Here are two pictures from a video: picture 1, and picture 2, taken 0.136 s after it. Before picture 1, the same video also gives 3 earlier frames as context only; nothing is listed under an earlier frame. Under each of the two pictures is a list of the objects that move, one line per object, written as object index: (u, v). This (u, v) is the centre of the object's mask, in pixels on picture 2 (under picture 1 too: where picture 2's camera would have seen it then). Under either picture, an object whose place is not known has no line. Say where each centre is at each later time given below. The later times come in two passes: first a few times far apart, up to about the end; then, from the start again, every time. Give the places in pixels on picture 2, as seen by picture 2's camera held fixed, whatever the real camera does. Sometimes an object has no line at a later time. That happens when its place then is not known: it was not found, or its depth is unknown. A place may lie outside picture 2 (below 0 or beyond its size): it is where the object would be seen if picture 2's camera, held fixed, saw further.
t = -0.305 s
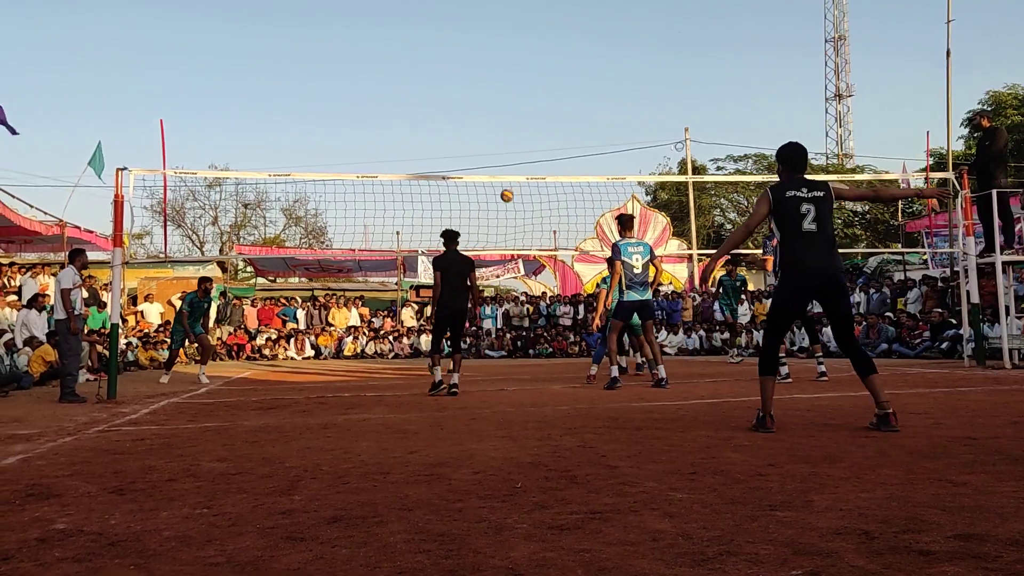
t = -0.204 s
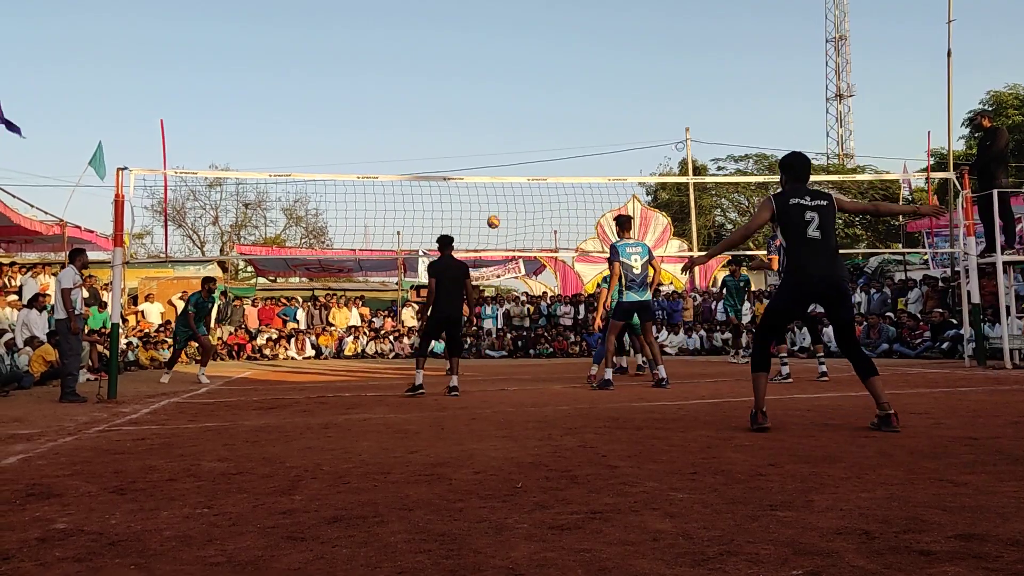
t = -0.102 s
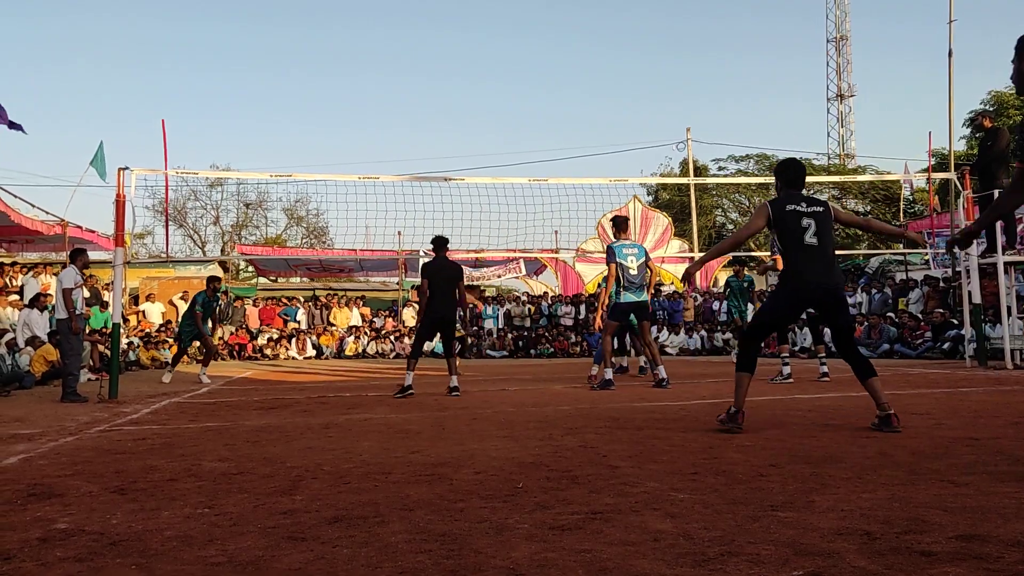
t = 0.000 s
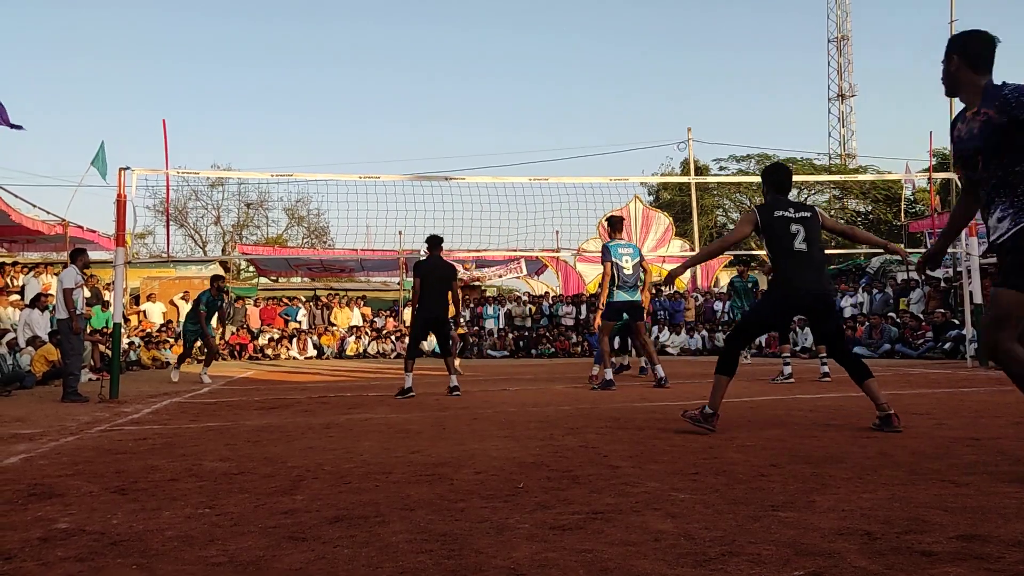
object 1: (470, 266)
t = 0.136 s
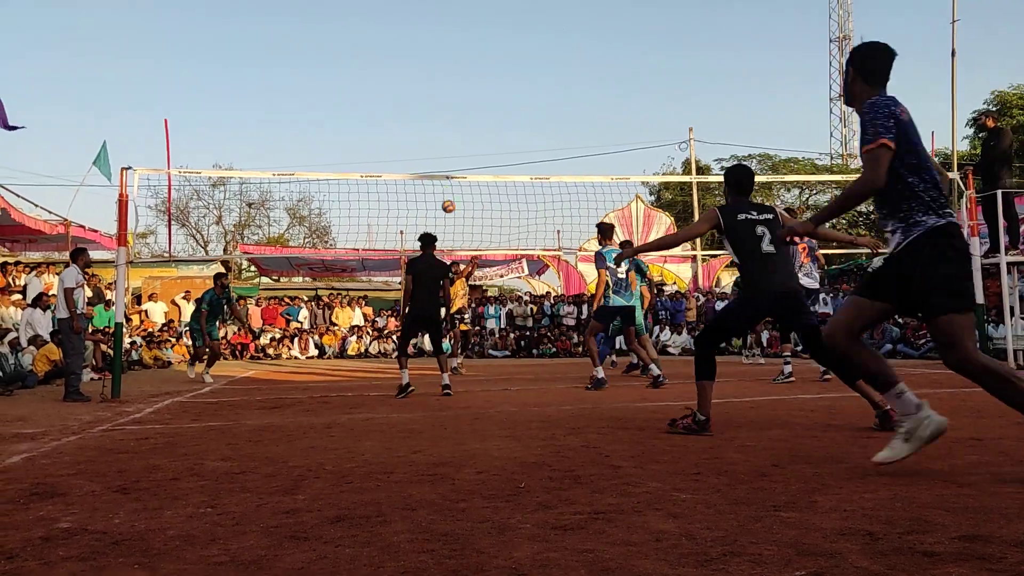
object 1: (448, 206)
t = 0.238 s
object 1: (432, 168)
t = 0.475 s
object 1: (392, 100)
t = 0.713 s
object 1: (348, 64)
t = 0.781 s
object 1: (336, 61)
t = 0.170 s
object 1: (443, 193)
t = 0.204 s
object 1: (437, 183)
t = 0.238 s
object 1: (432, 168)
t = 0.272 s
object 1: (427, 156)
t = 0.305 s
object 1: (421, 145)
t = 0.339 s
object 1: (415, 135)
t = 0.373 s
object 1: (409, 125)
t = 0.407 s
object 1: (404, 116)
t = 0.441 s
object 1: (398, 108)
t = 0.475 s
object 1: (392, 100)
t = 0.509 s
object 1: (386, 93)
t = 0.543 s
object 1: (380, 86)
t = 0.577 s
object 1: (374, 80)
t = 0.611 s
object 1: (368, 75)
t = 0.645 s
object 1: (361, 71)
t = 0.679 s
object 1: (355, 67)
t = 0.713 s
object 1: (348, 64)
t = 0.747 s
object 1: (342, 62)
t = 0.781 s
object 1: (336, 61)
